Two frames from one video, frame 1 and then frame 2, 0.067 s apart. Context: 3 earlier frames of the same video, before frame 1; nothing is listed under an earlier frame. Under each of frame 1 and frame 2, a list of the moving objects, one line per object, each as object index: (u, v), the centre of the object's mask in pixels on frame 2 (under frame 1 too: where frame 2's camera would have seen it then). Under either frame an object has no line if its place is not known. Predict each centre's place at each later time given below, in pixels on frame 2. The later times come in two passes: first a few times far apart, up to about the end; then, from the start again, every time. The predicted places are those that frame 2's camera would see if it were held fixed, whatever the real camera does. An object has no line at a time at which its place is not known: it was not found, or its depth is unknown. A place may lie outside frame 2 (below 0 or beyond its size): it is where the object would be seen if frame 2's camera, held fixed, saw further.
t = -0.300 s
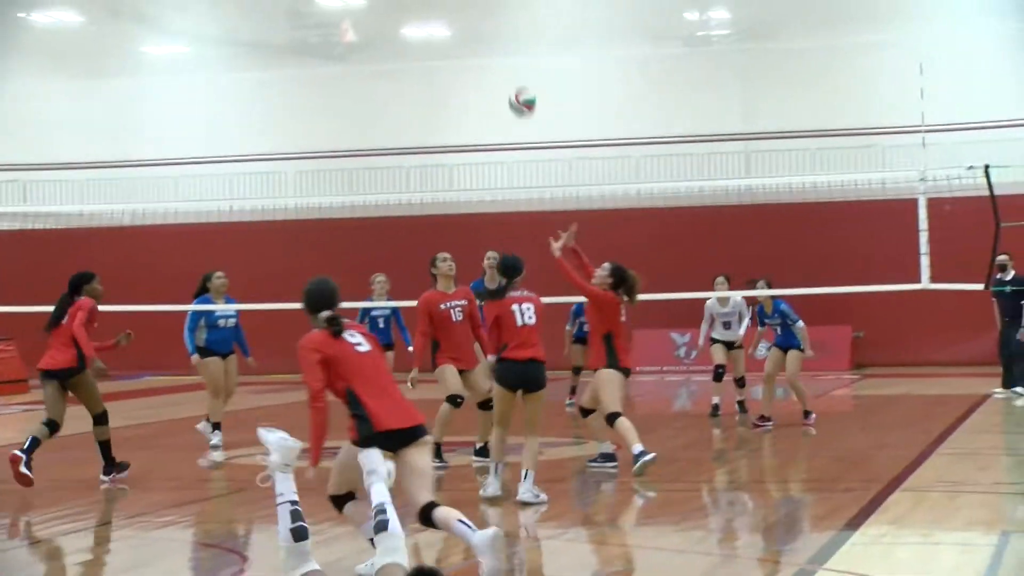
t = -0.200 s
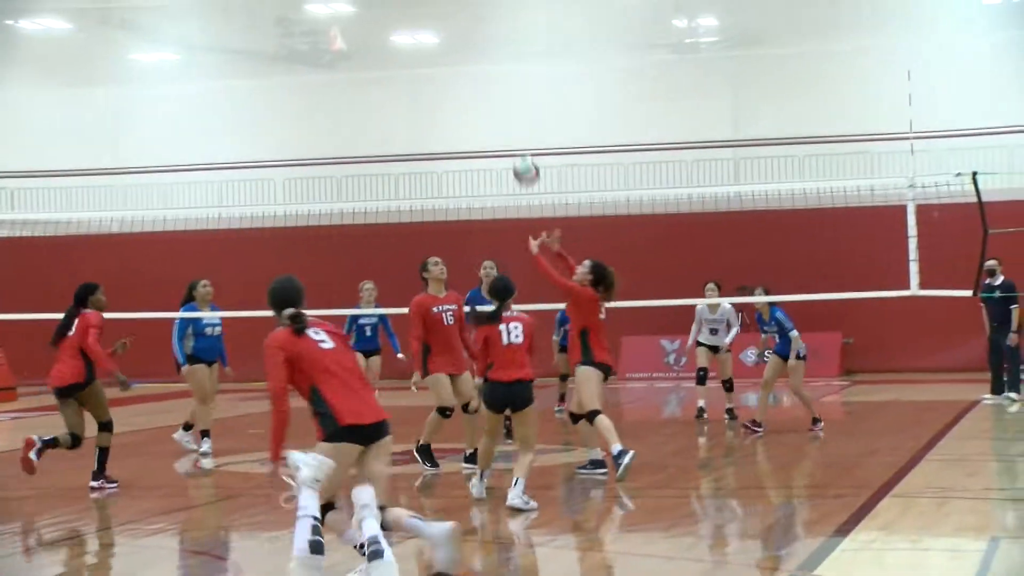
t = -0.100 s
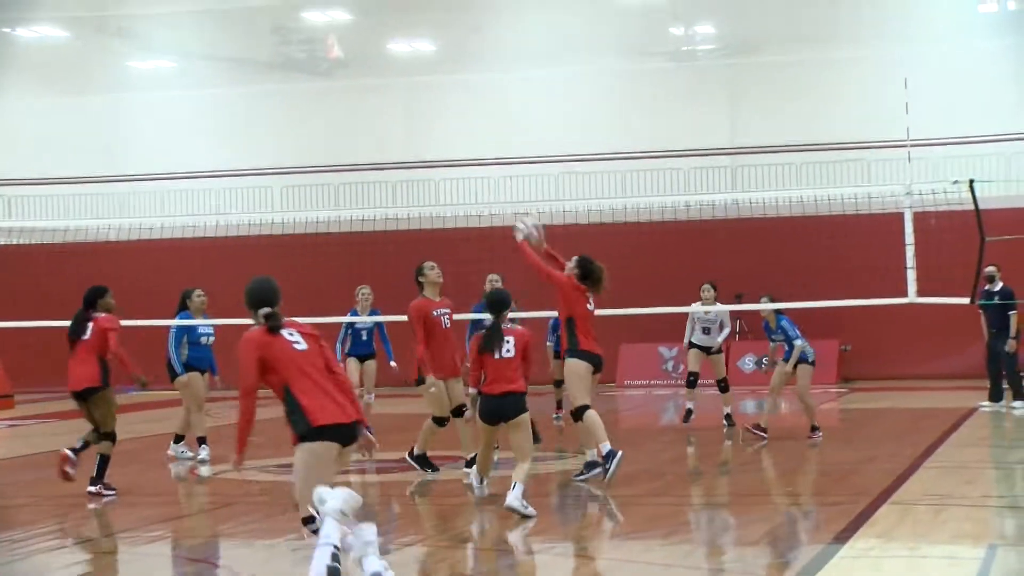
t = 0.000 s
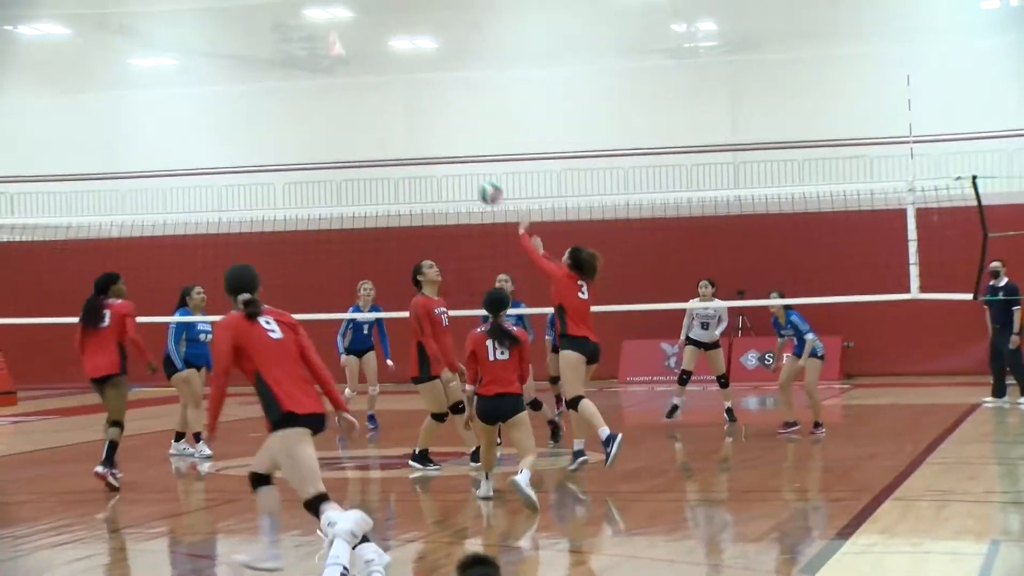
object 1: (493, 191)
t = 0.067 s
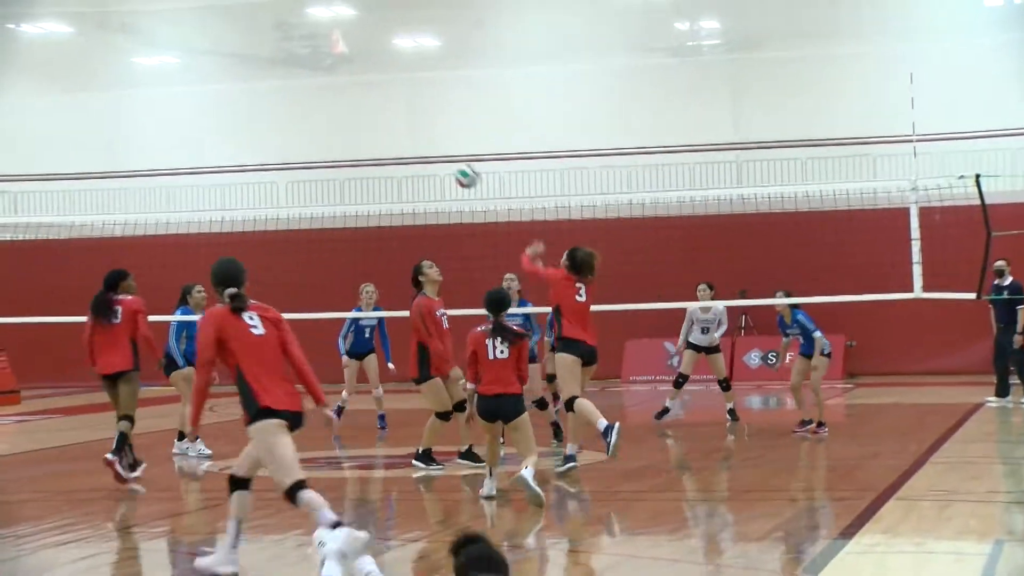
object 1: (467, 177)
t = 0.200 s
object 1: (420, 163)
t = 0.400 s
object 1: (359, 178)
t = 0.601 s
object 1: (309, 234)
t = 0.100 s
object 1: (454, 170)
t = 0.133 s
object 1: (443, 166)
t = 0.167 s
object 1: (431, 164)
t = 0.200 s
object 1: (420, 163)
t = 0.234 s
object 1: (409, 162)
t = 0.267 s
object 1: (398, 164)
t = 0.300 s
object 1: (388, 165)
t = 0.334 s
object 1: (379, 168)
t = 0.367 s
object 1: (369, 172)
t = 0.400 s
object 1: (359, 178)
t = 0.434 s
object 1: (350, 185)
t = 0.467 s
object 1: (342, 192)
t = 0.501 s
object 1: (333, 198)
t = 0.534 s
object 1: (325, 216)
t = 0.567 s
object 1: (318, 221)
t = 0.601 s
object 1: (309, 234)
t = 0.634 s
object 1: (301, 245)
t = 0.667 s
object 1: (294, 258)
